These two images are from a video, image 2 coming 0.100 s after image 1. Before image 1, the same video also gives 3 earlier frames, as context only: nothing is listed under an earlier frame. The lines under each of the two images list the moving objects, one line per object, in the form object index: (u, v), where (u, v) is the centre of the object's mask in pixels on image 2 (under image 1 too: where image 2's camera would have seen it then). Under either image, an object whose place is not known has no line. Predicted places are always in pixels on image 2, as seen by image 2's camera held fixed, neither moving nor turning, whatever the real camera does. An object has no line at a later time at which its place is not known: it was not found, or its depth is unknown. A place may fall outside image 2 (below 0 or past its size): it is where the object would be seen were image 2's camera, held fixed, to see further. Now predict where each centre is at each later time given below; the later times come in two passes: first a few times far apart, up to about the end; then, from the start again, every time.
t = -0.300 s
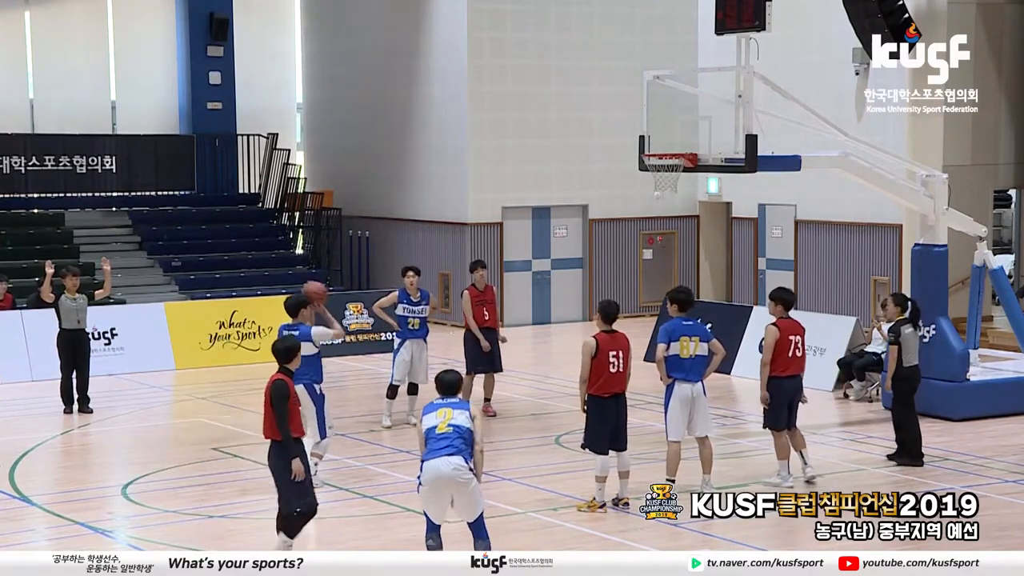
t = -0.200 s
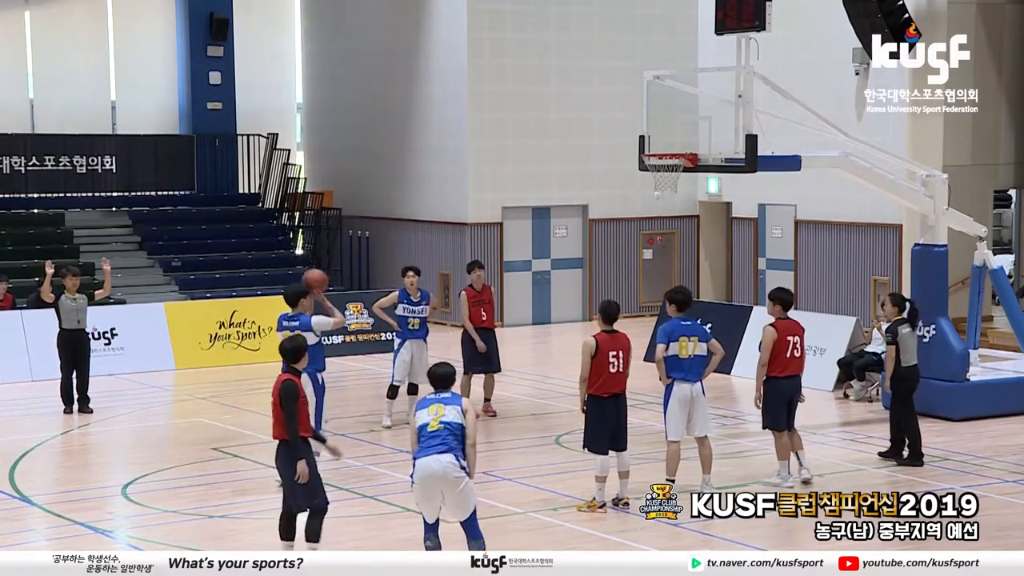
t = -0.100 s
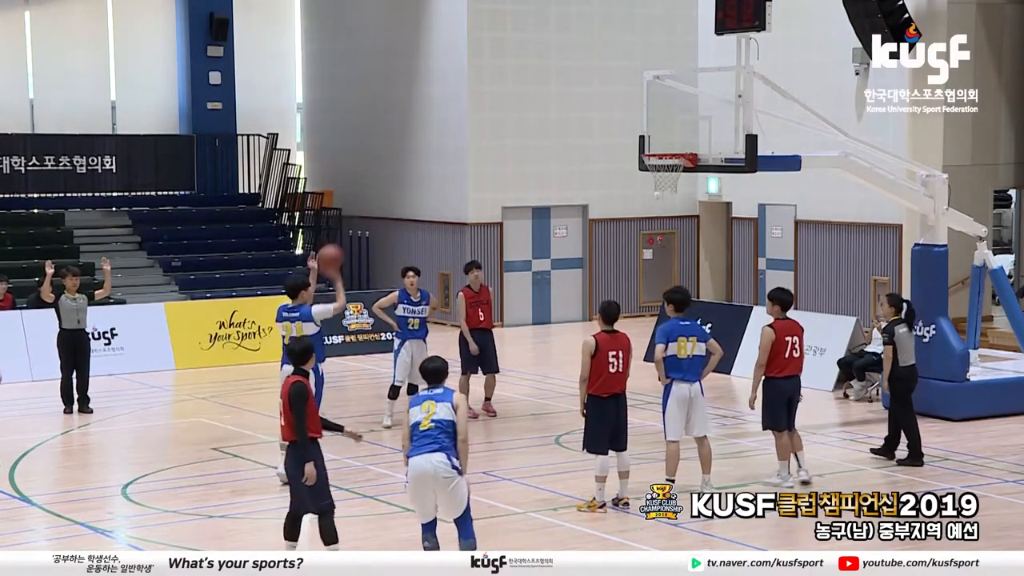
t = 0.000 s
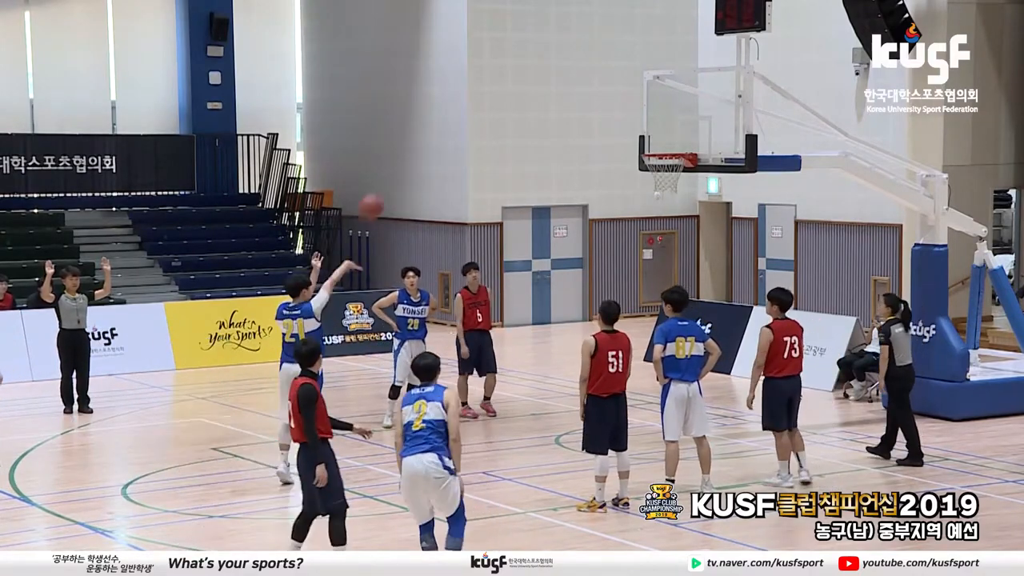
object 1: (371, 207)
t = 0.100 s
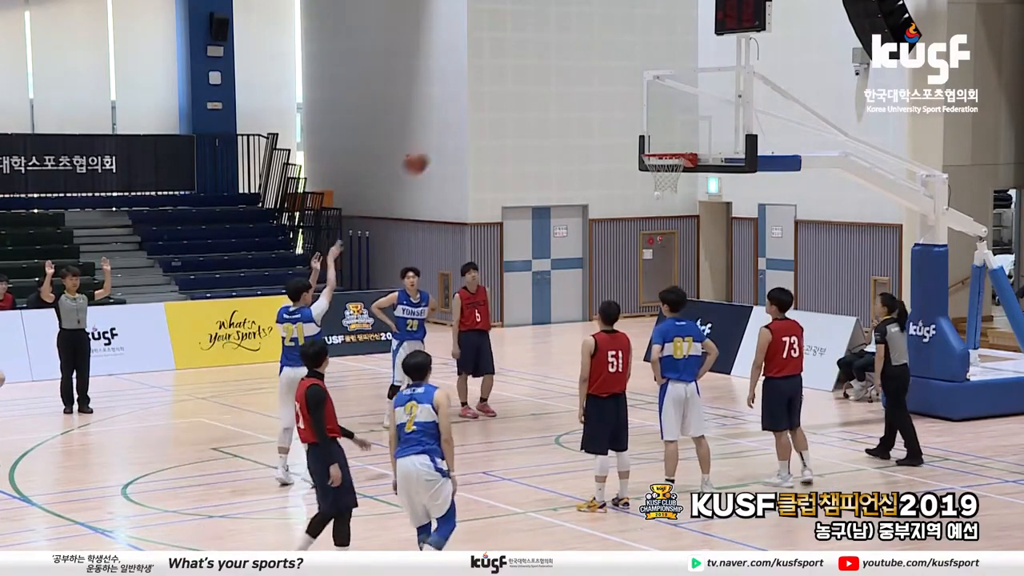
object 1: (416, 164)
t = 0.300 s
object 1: (500, 105)
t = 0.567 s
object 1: (608, 87)
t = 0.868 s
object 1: (676, 143)
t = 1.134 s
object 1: (628, 130)
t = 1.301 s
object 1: (606, 141)
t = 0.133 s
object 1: (430, 150)
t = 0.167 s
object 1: (444, 139)
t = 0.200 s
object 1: (458, 129)
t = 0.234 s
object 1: (473, 119)
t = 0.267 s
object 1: (487, 111)
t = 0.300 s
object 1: (500, 105)
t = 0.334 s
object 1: (514, 98)
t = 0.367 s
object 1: (528, 94)
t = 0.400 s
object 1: (542, 90)
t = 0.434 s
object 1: (555, 87)
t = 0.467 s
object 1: (569, 86)
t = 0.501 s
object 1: (582, 85)
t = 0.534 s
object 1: (595, 85)
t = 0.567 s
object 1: (608, 87)
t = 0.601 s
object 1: (621, 89)
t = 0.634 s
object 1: (634, 93)
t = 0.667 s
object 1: (646, 98)
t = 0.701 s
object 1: (659, 103)
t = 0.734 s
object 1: (671, 109)
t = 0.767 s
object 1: (684, 117)
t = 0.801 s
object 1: (692, 125)
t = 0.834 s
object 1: (684, 133)
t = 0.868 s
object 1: (676, 143)
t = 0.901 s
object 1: (667, 146)
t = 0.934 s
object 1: (656, 146)
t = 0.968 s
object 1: (651, 144)
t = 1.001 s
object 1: (646, 139)
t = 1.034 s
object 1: (642, 135)
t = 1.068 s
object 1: (637, 132)
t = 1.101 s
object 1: (632, 130)
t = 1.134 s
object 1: (628, 130)
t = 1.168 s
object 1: (623, 130)
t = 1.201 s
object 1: (619, 132)
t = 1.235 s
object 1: (614, 134)
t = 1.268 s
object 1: (610, 137)
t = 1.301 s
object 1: (606, 141)
